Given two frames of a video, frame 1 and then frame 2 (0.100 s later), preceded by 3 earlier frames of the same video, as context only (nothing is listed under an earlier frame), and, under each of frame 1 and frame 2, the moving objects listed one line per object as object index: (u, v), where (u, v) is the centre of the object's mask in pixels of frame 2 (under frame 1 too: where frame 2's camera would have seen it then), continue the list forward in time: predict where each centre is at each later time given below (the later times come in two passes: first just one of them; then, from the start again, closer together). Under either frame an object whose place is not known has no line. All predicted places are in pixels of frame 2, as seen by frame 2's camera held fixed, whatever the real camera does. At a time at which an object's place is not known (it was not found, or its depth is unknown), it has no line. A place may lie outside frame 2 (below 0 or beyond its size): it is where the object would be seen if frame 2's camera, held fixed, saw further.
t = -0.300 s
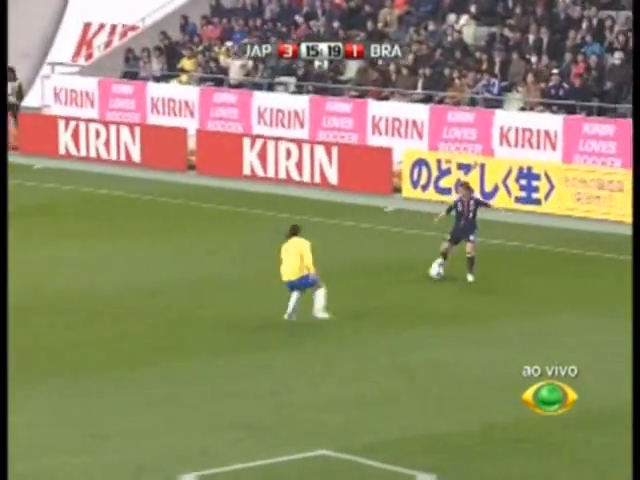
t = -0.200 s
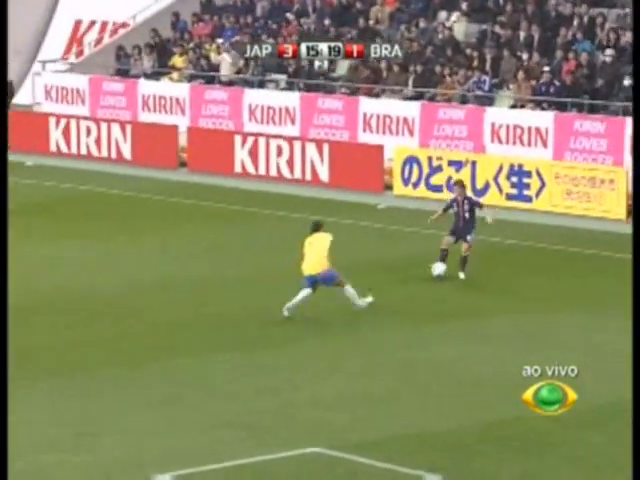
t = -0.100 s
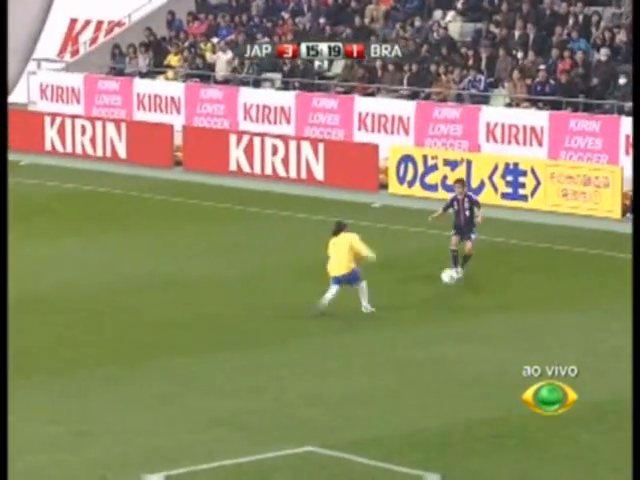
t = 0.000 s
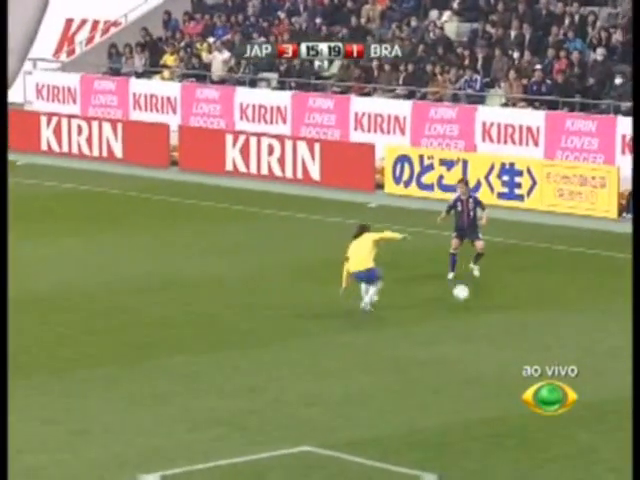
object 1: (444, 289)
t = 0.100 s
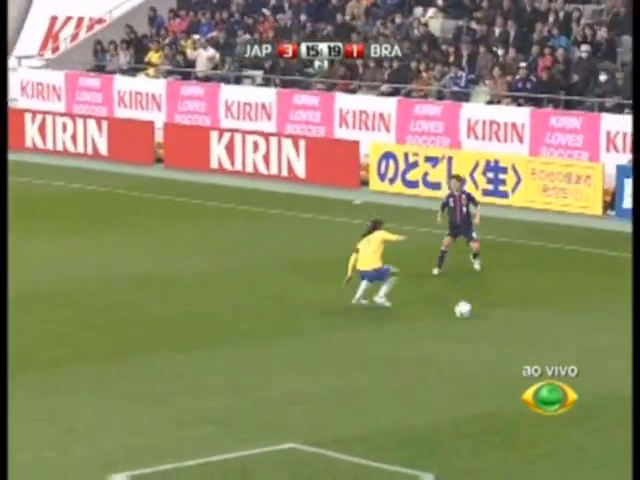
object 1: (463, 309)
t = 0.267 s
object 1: (494, 324)
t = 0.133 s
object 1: (468, 310)
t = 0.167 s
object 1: (474, 312)
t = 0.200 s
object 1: (481, 315)
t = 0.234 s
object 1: (488, 319)
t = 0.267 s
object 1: (494, 324)
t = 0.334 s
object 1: (507, 337)
